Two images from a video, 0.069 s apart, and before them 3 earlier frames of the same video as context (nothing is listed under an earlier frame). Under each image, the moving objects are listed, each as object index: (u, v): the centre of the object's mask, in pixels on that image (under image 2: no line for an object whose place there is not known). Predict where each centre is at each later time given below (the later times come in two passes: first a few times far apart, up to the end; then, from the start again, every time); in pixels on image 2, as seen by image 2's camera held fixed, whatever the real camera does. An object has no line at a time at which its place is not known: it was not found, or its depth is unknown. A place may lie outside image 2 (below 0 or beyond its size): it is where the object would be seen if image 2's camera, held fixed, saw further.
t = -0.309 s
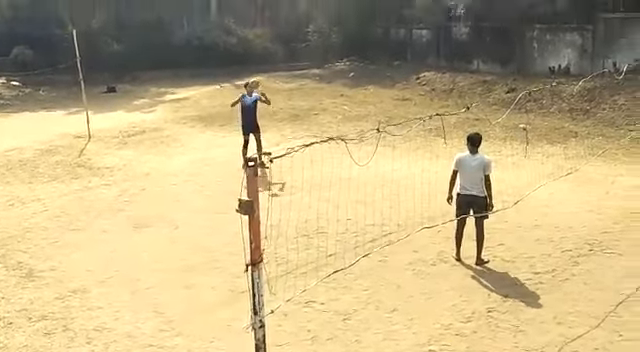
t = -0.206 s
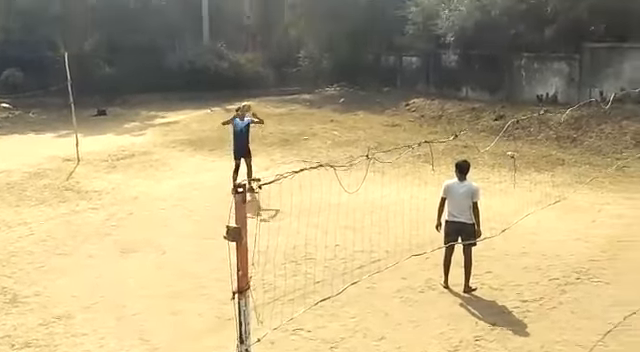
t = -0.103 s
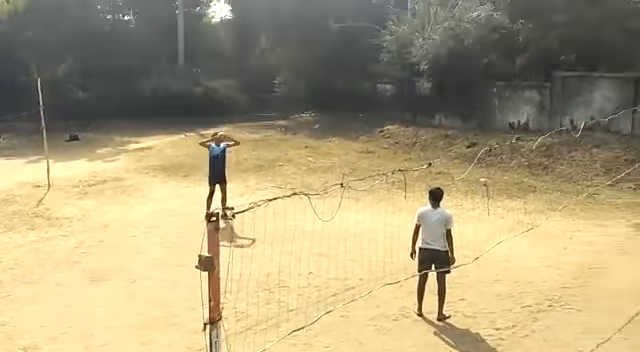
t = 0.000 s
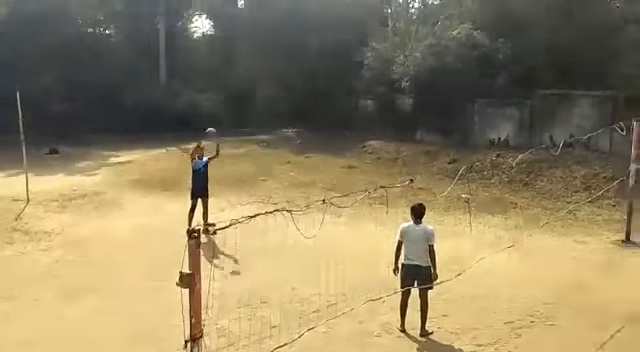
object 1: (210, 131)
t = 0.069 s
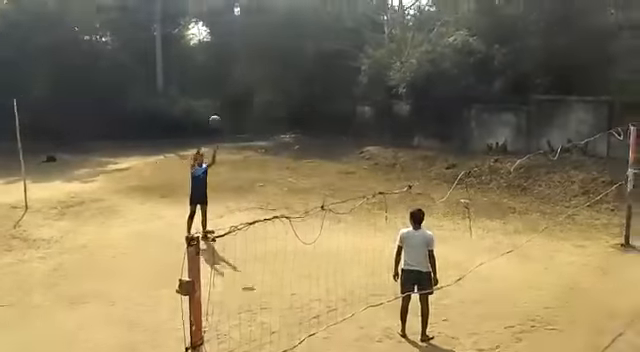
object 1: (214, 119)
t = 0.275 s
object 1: (234, 76)
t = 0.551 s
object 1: (270, 45)
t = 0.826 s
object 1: (313, 55)
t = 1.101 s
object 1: (364, 119)
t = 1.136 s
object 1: (371, 130)
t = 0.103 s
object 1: (218, 110)
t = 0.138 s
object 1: (221, 104)
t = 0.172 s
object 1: (224, 96)
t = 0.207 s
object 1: (228, 89)
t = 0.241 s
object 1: (231, 82)
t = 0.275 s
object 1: (234, 76)
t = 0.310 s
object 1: (239, 70)
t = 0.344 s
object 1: (243, 65)
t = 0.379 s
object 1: (247, 61)
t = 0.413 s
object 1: (251, 56)
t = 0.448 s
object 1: (255, 52)
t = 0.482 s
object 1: (260, 49)
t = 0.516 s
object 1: (265, 46)
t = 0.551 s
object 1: (270, 45)
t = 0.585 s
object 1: (274, 43)
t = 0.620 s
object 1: (279, 43)
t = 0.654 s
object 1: (285, 43)
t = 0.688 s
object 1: (290, 44)
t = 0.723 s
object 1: (296, 46)
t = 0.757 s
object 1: (301, 48)
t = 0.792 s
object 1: (307, 51)
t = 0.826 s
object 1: (313, 55)
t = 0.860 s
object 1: (319, 60)
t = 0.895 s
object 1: (325, 66)
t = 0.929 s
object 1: (331, 72)
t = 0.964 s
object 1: (338, 80)
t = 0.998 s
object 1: (344, 88)
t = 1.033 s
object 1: (351, 97)
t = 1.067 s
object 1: (358, 107)
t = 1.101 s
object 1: (364, 119)
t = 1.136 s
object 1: (371, 130)
